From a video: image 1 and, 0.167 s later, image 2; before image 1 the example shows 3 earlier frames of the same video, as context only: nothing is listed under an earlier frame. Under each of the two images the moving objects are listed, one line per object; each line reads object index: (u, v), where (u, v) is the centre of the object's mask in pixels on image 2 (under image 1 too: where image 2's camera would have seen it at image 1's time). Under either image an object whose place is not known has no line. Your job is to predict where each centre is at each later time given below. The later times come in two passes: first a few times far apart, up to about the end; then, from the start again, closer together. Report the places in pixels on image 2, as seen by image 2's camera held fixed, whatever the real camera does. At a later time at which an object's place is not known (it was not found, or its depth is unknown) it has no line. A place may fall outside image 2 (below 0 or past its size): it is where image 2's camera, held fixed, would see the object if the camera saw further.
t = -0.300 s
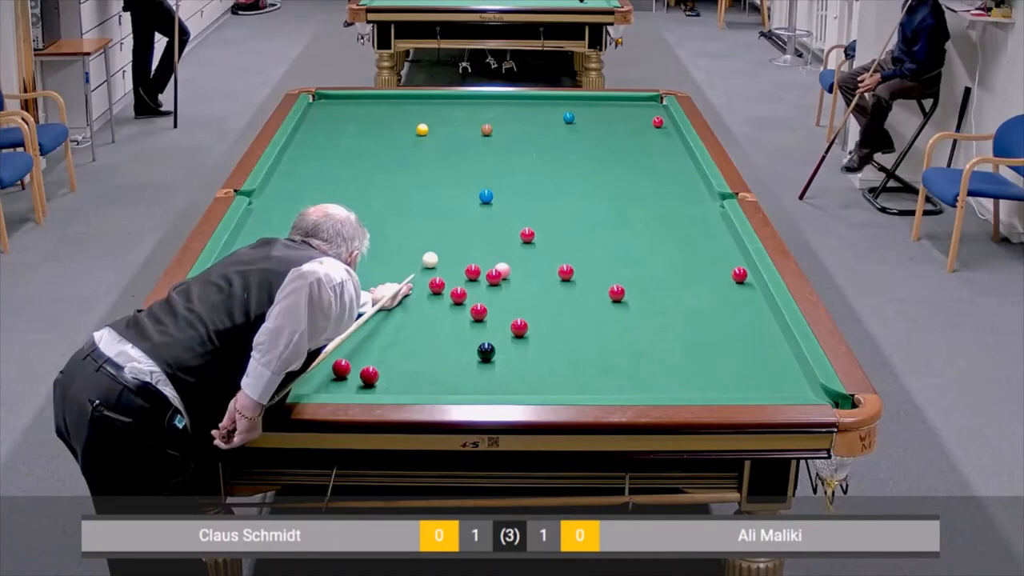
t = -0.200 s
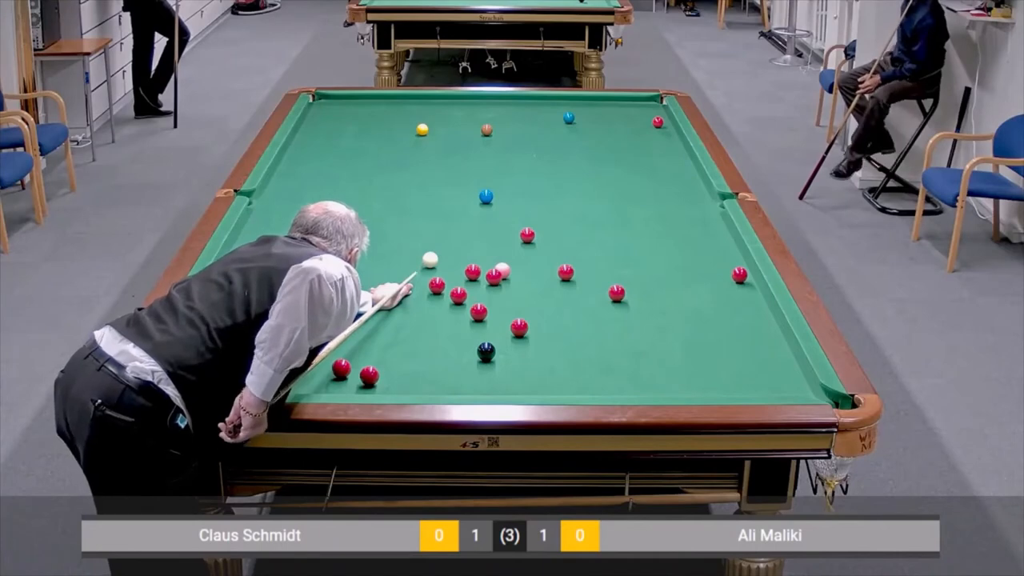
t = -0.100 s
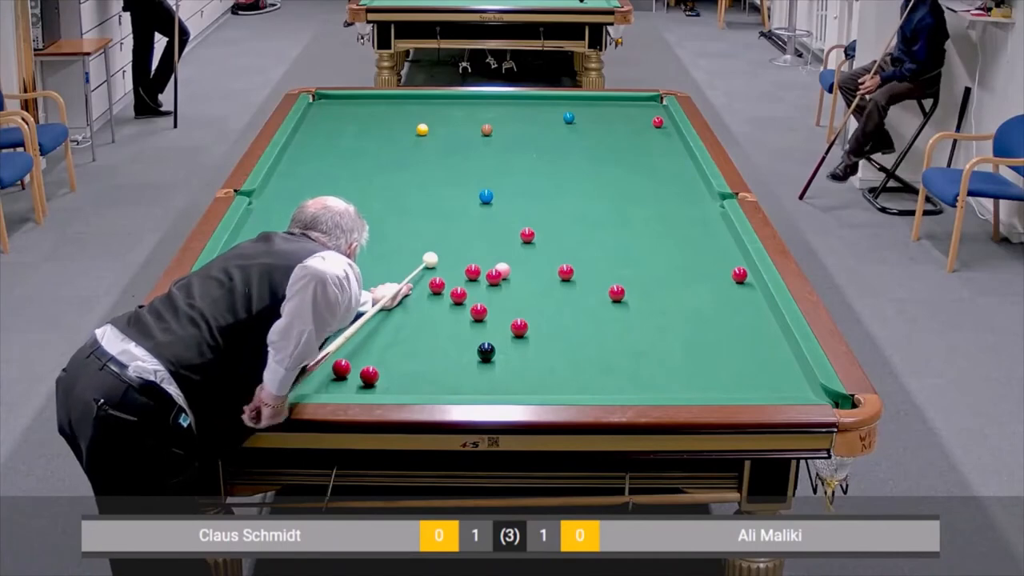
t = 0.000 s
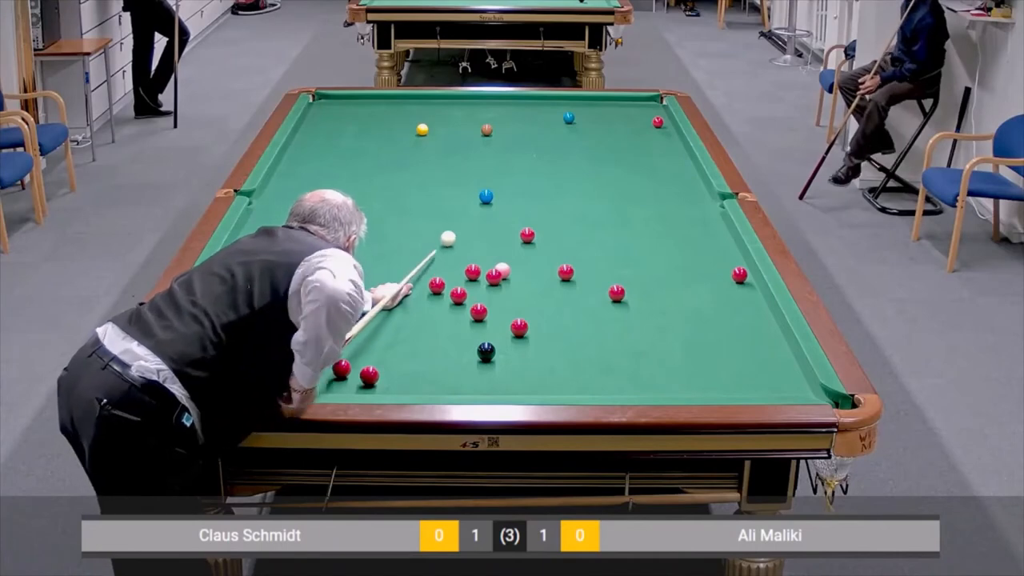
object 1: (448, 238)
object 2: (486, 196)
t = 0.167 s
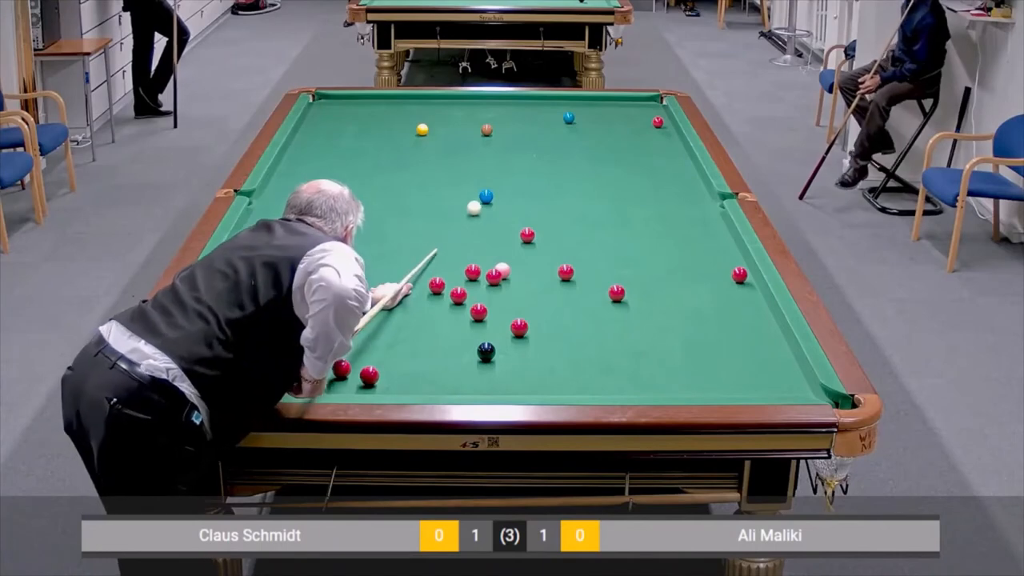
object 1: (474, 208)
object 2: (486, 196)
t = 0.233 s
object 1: (479, 199)
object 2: (490, 194)
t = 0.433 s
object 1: (469, 194)
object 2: (521, 173)
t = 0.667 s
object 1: (462, 186)
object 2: (547, 156)
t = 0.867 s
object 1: (457, 179)
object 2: (566, 144)
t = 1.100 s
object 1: (451, 172)
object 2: (587, 130)
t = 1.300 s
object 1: (447, 167)
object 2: (603, 120)
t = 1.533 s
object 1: (442, 161)
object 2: (620, 109)
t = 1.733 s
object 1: (439, 156)
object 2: (634, 100)
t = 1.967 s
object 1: (435, 151)
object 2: (650, 104)
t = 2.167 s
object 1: (432, 147)
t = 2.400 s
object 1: (429, 143)
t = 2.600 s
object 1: (427, 140)
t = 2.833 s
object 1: (424, 136)
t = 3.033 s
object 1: (422, 134)
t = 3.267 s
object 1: (419, 132)
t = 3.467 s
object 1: (417, 131)
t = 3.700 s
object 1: (416, 131)
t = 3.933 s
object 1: (415, 131)
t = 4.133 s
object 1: (415, 131)
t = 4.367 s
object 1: (415, 131)
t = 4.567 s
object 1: (415, 131)
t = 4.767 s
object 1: (415, 131)
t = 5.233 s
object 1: (415, 131)
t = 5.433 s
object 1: (415, 131)
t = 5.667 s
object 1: (415, 131)
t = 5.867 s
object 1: (415, 131)
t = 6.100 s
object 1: (415, 131)
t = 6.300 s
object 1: (415, 131)
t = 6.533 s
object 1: (415, 131)
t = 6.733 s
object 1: (415, 131)
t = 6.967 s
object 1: (415, 131)
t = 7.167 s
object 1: (415, 131)
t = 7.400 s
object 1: (415, 131)
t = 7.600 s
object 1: (415, 131)
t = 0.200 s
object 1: (478, 202)
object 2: (487, 195)
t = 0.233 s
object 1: (479, 199)
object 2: (490, 194)
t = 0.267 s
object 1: (477, 199)
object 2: (495, 190)
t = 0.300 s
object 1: (475, 198)
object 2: (501, 187)
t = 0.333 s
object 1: (473, 197)
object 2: (506, 183)
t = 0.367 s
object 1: (471, 197)
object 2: (511, 180)
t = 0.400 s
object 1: (470, 195)
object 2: (516, 177)
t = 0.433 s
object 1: (469, 194)
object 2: (521, 173)
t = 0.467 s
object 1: (468, 193)
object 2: (525, 171)
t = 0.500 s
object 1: (467, 192)
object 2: (529, 168)
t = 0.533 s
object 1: (466, 190)
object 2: (533, 165)
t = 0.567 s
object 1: (465, 189)
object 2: (536, 163)
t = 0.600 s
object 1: (464, 188)
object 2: (540, 161)
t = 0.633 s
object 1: (463, 187)
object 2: (544, 159)
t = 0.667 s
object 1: (462, 186)
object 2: (547, 156)
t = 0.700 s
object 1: (461, 185)
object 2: (550, 154)
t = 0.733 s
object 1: (460, 184)
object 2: (554, 152)
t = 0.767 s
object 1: (460, 182)
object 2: (557, 150)
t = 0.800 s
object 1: (459, 181)
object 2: (560, 148)
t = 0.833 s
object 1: (458, 180)
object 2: (563, 146)
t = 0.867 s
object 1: (457, 179)
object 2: (566, 144)
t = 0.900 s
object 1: (456, 178)
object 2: (569, 142)
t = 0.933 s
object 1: (455, 177)
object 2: (572, 140)
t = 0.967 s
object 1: (454, 176)
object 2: (576, 138)
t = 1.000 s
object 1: (454, 175)
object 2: (578, 136)
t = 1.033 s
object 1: (453, 174)
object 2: (581, 134)
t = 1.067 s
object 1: (452, 173)
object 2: (584, 132)
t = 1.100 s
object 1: (451, 172)
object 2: (587, 130)
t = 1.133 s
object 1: (451, 172)
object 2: (590, 128)
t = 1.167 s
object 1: (450, 170)
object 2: (593, 127)
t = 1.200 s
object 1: (449, 169)
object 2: (595, 125)
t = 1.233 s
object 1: (448, 169)
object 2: (598, 123)
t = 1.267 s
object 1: (448, 168)
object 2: (601, 121)
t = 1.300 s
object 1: (447, 167)
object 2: (603, 120)
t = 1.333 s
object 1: (446, 166)
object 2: (606, 118)
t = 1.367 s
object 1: (446, 165)
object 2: (608, 117)
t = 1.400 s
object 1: (445, 164)
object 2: (611, 115)
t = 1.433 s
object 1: (444, 163)
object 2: (613, 114)
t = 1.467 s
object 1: (444, 163)
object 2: (616, 112)
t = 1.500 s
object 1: (443, 162)
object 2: (618, 110)
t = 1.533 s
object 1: (442, 161)
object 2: (620, 109)
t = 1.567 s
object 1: (442, 160)
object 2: (623, 107)
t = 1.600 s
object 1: (441, 159)
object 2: (625, 106)
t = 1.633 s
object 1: (441, 158)
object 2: (627, 105)
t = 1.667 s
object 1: (440, 158)
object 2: (630, 103)
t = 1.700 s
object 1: (440, 157)
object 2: (632, 101)
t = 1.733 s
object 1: (439, 156)
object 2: (634, 100)
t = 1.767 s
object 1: (438, 155)
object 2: (635, 99)
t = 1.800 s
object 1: (438, 154)
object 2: (638, 99)
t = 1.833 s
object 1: (437, 154)
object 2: (640, 100)
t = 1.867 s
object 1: (436, 153)
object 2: (643, 101)
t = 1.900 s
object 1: (436, 152)
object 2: (645, 102)
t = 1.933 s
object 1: (436, 152)
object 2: (647, 103)
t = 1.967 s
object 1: (435, 151)
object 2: (650, 104)
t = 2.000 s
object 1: (435, 150)
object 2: (652, 105)
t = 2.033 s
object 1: (434, 150)
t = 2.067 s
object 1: (434, 149)
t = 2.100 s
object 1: (433, 148)
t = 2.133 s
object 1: (432, 148)
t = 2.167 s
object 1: (432, 147)
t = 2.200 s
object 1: (432, 146)
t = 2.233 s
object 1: (431, 146)
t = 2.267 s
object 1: (431, 145)
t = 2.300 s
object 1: (430, 144)
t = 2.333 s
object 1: (430, 144)
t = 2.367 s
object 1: (429, 143)
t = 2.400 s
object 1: (429, 143)
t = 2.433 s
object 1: (428, 142)
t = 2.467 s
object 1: (428, 142)
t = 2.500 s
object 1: (428, 141)
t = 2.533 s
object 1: (427, 141)
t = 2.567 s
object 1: (427, 140)
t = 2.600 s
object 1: (427, 140)
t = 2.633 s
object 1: (426, 139)
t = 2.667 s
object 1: (426, 139)
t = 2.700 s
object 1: (425, 138)
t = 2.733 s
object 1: (425, 138)
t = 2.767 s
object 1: (424, 137)
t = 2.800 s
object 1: (424, 137)
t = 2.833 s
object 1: (424, 136)
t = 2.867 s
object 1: (423, 136)
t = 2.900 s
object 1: (423, 135)
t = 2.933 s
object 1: (423, 135)
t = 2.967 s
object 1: (422, 135)
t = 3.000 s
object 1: (422, 134)
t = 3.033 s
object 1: (422, 134)
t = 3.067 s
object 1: (421, 133)
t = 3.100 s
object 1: (421, 133)
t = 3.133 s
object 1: (421, 132)
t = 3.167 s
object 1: (421, 132)
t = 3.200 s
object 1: (420, 132)
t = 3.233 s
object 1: (419, 132)
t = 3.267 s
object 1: (419, 132)
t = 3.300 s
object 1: (419, 132)
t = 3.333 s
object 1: (419, 132)
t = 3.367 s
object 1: (418, 132)
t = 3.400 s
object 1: (418, 132)
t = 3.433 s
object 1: (417, 131)
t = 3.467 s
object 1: (417, 131)
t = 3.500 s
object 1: (417, 131)
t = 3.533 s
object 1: (417, 131)
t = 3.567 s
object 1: (416, 131)
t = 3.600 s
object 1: (416, 131)
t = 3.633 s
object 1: (416, 131)
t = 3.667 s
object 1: (416, 131)
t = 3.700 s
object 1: (416, 131)
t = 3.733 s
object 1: (416, 131)
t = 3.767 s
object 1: (415, 131)
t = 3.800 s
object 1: (415, 131)
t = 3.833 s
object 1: (415, 131)
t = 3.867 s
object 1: (415, 131)
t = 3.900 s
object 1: (415, 131)
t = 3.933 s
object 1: (415, 131)
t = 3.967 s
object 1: (415, 131)
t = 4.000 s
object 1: (415, 131)
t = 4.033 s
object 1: (415, 131)
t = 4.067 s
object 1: (415, 131)
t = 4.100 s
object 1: (415, 131)
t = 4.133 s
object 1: (415, 131)
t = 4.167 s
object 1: (415, 131)
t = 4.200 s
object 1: (415, 131)
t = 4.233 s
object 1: (415, 131)
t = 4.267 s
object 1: (415, 131)
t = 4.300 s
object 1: (415, 131)
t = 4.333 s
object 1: (415, 131)
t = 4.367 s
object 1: (415, 131)
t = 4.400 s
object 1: (415, 131)
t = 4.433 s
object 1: (415, 131)
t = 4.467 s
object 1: (415, 131)
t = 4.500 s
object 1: (415, 131)
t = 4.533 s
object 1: (415, 131)
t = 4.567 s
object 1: (415, 131)
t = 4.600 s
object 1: (415, 131)
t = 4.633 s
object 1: (415, 131)
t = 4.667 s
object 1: (415, 131)
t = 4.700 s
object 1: (415, 131)
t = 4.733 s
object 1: (415, 131)
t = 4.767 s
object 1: (415, 131)
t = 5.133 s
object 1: (415, 131)
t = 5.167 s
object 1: (415, 131)
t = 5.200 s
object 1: (415, 131)
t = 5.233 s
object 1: (415, 131)
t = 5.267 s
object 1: (415, 131)
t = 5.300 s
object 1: (415, 131)
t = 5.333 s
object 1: (415, 131)
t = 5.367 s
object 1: (415, 131)
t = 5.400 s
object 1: (415, 131)
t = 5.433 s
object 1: (415, 131)
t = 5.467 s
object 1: (415, 131)
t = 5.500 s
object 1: (415, 131)
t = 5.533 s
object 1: (415, 131)
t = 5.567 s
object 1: (415, 131)
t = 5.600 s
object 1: (415, 131)
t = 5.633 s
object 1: (415, 131)
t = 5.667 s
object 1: (415, 131)
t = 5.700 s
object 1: (415, 131)
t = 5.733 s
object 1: (415, 131)
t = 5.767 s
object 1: (415, 131)
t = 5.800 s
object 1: (415, 131)
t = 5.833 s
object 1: (415, 131)
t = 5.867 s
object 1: (415, 131)
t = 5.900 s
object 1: (415, 131)
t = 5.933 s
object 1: (415, 131)
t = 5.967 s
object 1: (415, 131)
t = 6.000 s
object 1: (415, 131)
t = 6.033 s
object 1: (415, 131)
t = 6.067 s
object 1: (415, 131)
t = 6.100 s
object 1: (415, 131)
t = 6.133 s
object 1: (415, 131)
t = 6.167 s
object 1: (415, 131)
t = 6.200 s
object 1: (415, 131)
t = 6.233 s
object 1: (415, 131)
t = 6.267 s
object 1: (415, 131)
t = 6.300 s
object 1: (415, 131)
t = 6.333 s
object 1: (415, 131)
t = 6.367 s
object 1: (415, 131)
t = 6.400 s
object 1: (415, 131)
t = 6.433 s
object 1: (415, 131)
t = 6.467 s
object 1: (415, 131)
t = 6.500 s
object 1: (415, 131)
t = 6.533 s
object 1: (415, 131)
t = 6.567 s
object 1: (415, 131)
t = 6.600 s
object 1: (415, 131)
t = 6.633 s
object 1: (415, 131)
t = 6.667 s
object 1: (415, 131)
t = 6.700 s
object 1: (415, 131)
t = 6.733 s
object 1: (415, 131)
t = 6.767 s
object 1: (415, 131)
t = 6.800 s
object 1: (415, 131)
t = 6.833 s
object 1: (415, 131)
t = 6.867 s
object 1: (415, 131)
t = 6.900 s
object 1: (415, 131)
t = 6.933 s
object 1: (415, 131)
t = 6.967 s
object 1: (415, 131)
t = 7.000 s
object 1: (415, 131)
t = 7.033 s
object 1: (415, 131)
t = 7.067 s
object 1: (415, 131)
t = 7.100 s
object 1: (415, 131)
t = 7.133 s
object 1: (415, 131)
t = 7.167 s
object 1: (415, 131)
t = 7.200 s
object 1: (415, 131)
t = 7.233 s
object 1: (415, 131)
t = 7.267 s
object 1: (415, 131)
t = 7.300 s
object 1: (415, 131)
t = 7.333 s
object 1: (415, 131)
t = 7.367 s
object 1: (415, 131)
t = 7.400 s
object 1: (415, 131)
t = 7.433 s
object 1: (415, 131)
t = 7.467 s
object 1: (415, 131)
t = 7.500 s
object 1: (415, 131)
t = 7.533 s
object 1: (415, 131)
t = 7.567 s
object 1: (415, 131)
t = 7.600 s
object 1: (415, 131)
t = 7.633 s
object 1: (415, 131)
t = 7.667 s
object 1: (415, 131)
